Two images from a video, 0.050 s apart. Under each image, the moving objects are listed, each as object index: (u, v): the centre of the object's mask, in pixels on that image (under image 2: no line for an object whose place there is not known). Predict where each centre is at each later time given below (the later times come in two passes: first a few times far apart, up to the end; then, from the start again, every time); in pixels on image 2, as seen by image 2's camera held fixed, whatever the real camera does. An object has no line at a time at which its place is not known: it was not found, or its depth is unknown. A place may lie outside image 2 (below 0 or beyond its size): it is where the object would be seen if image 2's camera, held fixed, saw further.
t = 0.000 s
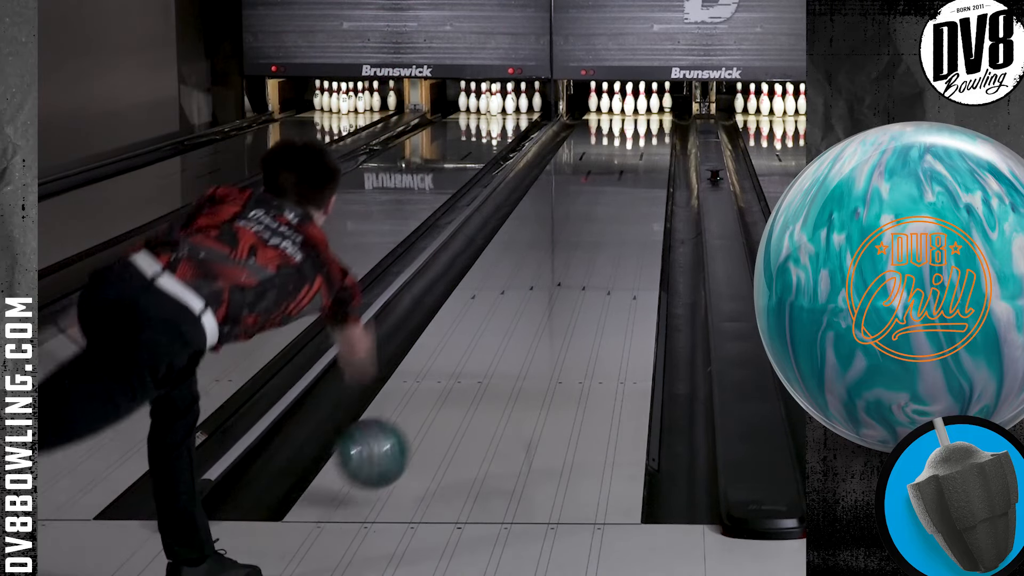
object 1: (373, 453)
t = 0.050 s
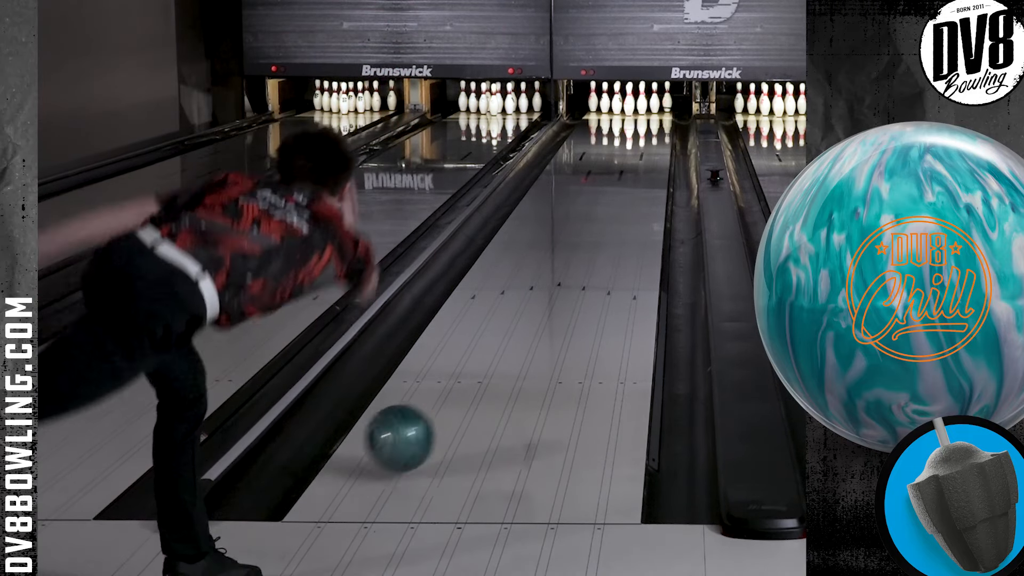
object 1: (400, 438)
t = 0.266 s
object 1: (487, 352)
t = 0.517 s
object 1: (551, 279)
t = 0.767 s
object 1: (593, 232)
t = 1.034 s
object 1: (624, 196)
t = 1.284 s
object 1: (644, 170)
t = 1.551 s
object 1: (657, 150)
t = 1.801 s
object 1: (660, 134)
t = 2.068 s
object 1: (653, 122)
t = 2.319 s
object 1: (639, 111)
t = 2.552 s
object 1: (632, 104)
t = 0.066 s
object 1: (408, 435)
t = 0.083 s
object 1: (417, 429)
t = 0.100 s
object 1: (425, 420)
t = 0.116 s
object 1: (432, 412)
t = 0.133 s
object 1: (439, 404)
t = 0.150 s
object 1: (446, 397)
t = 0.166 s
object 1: (453, 390)
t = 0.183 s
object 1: (459, 383)
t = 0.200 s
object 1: (465, 376)
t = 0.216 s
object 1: (471, 370)
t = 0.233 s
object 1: (477, 363)
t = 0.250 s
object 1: (482, 357)
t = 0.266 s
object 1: (487, 352)
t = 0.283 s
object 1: (492, 346)
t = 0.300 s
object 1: (498, 339)
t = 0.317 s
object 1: (503, 334)
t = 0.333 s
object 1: (507, 328)
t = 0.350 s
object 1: (512, 323)
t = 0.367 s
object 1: (516, 318)
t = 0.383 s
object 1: (520, 314)
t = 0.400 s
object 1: (524, 309)
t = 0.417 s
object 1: (529, 304)
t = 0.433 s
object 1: (533, 300)
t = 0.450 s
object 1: (537, 295)
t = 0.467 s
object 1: (540, 291)
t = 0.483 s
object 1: (544, 287)
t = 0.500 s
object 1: (547, 283)
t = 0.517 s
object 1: (551, 279)
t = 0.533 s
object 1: (554, 276)
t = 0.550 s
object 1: (557, 272)
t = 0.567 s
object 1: (561, 269)
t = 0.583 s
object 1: (564, 265)
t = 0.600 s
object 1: (567, 262)
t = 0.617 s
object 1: (569, 259)
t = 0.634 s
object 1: (573, 255)
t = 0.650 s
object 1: (576, 252)
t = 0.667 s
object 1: (578, 250)
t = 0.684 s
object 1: (581, 247)
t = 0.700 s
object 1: (583, 244)
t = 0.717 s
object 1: (586, 240)
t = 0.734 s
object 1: (588, 238)
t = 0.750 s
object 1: (591, 235)
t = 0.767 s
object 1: (593, 232)
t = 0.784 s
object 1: (595, 229)
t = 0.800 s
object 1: (598, 227)
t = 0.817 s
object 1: (600, 224)
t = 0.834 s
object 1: (602, 222)
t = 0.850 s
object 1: (604, 219)
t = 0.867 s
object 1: (606, 217)
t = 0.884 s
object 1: (608, 215)
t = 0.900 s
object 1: (610, 212)
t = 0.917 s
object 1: (612, 210)
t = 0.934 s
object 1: (614, 208)
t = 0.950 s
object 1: (615, 206)
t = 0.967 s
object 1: (617, 204)
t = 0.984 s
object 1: (619, 202)
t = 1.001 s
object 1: (621, 200)
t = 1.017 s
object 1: (623, 198)
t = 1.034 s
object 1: (624, 196)
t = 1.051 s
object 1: (626, 194)
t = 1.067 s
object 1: (627, 192)
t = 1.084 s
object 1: (629, 190)
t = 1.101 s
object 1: (630, 188)
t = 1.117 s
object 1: (631, 187)
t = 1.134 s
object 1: (633, 185)
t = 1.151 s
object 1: (634, 183)
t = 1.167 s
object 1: (636, 181)
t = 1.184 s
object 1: (637, 180)
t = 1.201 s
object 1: (638, 178)
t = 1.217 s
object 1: (640, 176)
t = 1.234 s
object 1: (641, 175)
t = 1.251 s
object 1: (642, 173)
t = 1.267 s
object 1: (643, 172)
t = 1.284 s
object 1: (644, 170)
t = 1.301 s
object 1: (645, 169)
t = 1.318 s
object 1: (647, 167)
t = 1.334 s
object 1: (647, 166)
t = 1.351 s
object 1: (648, 165)
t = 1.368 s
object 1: (649, 163)
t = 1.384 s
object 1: (650, 162)
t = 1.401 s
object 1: (651, 161)
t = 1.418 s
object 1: (652, 159)
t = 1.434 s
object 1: (653, 158)
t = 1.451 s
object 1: (653, 157)
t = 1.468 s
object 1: (654, 156)
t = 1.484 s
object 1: (654, 155)
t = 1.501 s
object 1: (655, 153)
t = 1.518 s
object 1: (656, 152)
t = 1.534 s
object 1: (656, 151)
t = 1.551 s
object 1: (657, 150)
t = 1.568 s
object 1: (657, 148)
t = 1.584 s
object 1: (658, 147)
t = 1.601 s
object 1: (658, 146)
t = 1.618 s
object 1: (659, 145)
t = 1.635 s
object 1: (659, 144)
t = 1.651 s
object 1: (659, 143)
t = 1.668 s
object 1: (660, 142)
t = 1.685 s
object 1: (660, 141)
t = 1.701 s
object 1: (660, 140)
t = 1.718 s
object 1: (660, 139)
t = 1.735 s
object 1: (660, 138)
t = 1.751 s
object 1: (660, 137)
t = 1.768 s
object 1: (660, 136)
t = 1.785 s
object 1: (660, 135)
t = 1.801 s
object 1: (660, 134)
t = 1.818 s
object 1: (660, 133)
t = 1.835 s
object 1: (660, 132)
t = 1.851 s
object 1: (660, 131)
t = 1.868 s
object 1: (660, 131)
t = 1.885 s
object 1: (659, 130)
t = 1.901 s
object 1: (659, 129)
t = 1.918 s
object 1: (658, 128)
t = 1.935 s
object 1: (658, 128)
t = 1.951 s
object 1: (657, 127)
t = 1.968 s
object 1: (657, 126)
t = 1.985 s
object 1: (656, 125)
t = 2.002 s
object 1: (656, 124)
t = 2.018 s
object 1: (655, 124)
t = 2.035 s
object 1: (655, 123)
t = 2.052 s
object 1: (654, 122)
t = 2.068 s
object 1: (653, 122)
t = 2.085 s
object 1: (653, 121)
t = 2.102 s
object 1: (652, 120)
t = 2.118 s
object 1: (651, 119)
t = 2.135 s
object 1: (650, 118)
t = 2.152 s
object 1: (649, 117)
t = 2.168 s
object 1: (648, 117)
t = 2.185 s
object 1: (647, 116)
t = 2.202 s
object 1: (646, 116)
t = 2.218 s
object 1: (645, 115)
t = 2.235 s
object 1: (644, 114)
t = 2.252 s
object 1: (643, 114)
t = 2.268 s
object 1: (642, 113)
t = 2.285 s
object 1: (641, 112)
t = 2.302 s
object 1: (640, 111)
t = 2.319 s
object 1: (639, 111)
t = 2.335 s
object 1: (638, 110)
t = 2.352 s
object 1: (637, 110)
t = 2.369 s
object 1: (636, 109)
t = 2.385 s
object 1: (635, 108)
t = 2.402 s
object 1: (634, 108)
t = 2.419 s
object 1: (634, 107)
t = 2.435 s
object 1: (634, 107)
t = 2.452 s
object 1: (634, 107)
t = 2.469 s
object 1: (634, 106)
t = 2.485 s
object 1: (633, 106)
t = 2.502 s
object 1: (633, 106)
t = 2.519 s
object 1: (633, 105)
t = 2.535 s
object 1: (632, 105)
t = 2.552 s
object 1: (632, 104)
